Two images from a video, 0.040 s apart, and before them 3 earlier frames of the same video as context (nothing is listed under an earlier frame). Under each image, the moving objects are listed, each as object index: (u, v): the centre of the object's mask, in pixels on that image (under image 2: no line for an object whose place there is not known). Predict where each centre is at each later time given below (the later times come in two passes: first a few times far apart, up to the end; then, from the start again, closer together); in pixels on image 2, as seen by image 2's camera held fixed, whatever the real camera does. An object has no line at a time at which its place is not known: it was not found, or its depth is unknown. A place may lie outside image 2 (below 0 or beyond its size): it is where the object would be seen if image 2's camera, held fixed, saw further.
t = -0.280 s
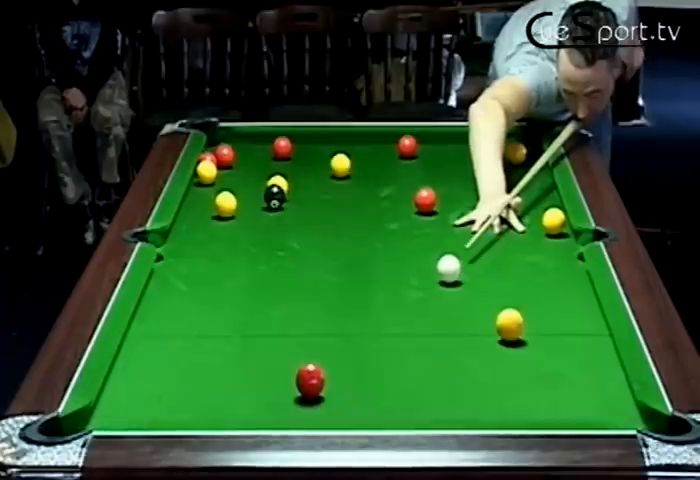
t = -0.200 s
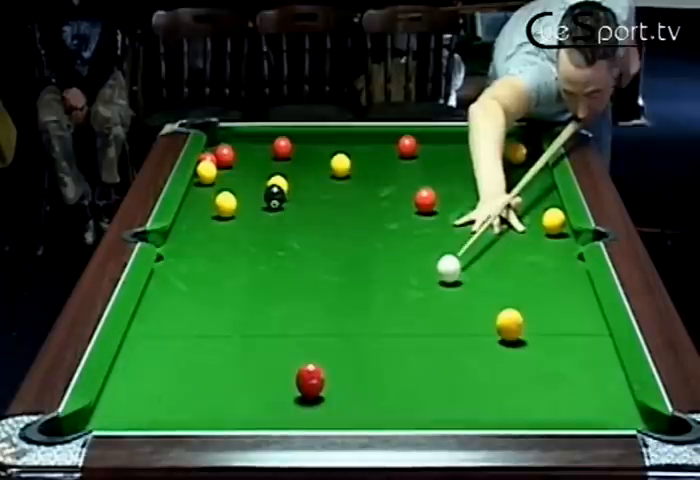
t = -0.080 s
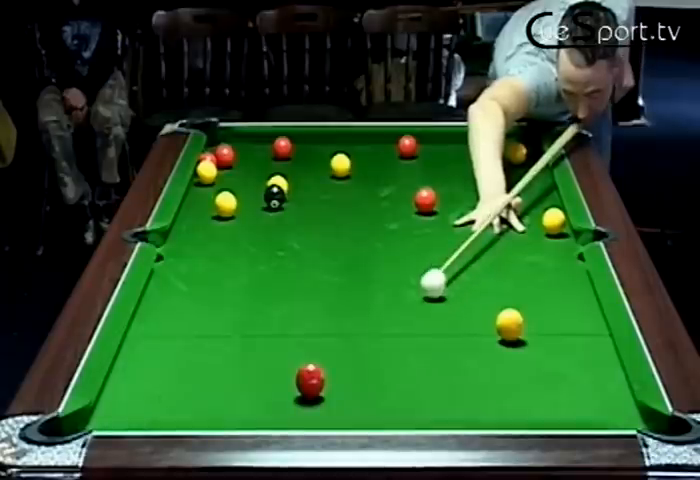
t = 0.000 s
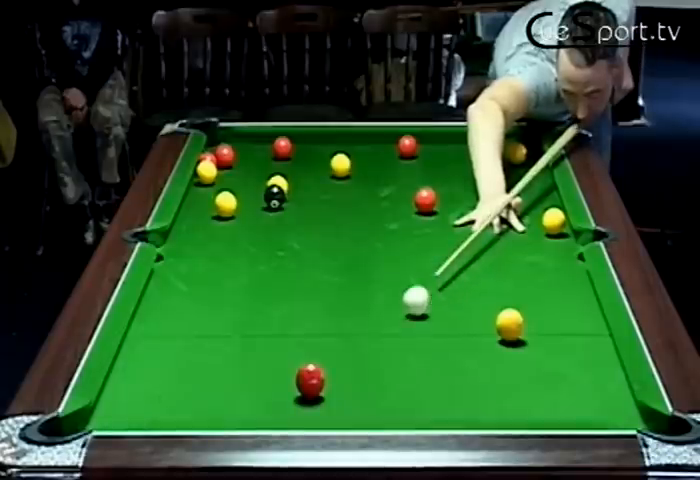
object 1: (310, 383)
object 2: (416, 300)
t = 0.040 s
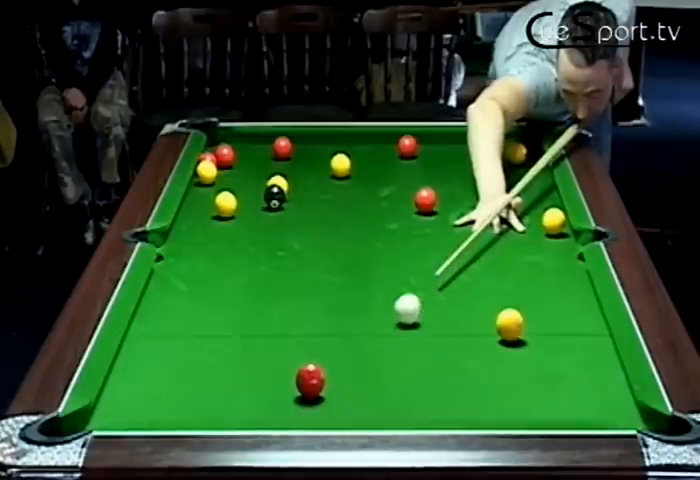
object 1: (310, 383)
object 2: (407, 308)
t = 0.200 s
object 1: (310, 383)
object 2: (371, 344)
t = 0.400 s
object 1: (287, 387)
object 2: (346, 389)
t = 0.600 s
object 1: (237, 397)
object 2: (359, 411)
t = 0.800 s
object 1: (187, 404)
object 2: (364, 391)
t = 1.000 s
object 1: (137, 411)
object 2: (368, 366)
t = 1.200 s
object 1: (88, 419)
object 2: (371, 345)
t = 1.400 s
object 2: (374, 325)
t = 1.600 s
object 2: (376, 308)
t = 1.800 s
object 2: (378, 293)
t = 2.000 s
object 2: (379, 279)
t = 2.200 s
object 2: (380, 266)
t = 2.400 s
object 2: (381, 255)
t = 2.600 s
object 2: (381, 246)
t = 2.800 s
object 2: (382, 237)
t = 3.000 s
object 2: (382, 229)
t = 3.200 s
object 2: (383, 222)
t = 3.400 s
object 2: (383, 216)
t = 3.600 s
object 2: (384, 211)
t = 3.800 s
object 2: (384, 207)
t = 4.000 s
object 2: (384, 203)
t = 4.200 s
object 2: (384, 200)
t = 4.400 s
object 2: (384, 197)
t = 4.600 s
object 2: (384, 195)
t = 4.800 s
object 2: (383, 194)
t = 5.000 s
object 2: (383, 193)
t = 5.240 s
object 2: (382, 193)
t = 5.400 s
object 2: (383, 193)
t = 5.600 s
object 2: (383, 193)
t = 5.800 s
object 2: (383, 193)
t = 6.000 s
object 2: (383, 193)
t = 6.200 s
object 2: (383, 193)
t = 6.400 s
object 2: (382, 193)
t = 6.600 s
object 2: (382, 193)
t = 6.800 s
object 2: (382, 193)
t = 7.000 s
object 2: (382, 193)
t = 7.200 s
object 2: (382, 193)
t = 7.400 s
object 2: (382, 193)
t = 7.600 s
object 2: (382, 193)
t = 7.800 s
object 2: (382, 193)
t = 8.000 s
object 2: (383, 193)
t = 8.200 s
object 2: (383, 193)
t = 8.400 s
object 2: (383, 193)
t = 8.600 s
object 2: (383, 193)
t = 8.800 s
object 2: (383, 193)
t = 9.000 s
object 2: (383, 193)
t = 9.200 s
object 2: (383, 193)
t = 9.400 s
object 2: (383, 193)
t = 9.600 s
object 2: (382, 193)
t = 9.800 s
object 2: (382, 193)
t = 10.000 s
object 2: (382, 193)
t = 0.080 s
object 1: (310, 383)
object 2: (399, 317)
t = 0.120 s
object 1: (310, 383)
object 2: (389, 326)
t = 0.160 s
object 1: (310, 383)
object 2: (380, 334)
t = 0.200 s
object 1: (310, 383)
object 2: (371, 344)
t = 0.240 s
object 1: (310, 383)
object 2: (361, 353)
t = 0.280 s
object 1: (310, 383)
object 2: (351, 363)
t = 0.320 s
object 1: (310, 383)
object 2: (340, 373)
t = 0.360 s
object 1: (299, 385)
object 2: (342, 381)
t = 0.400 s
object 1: (287, 387)
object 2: (346, 389)
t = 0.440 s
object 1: (277, 389)
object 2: (349, 396)
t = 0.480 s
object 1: (267, 392)
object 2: (352, 403)
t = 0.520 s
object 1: (257, 394)
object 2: (355, 407)
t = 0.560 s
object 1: (247, 395)
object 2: (358, 413)
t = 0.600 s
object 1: (237, 397)
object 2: (359, 411)
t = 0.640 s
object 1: (227, 398)
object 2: (360, 407)
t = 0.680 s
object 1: (217, 400)
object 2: (362, 404)
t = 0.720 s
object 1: (207, 401)
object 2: (363, 402)
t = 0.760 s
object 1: (197, 403)
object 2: (364, 396)
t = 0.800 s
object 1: (187, 404)
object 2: (364, 391)
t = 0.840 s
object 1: (176, 406)
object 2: (365, 386)
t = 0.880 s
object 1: (167, 407)
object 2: (366, 381)
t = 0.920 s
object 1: (157, 408)
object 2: (367, 376)
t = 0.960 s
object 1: (146, 409)
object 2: (367, 371)
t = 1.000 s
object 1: (137, 411)
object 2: (368, 366)
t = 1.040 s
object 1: (127, 412)
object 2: (369, 362)
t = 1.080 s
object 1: (117, 414)
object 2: (369, 358)
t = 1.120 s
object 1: (107, 416)
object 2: (370, 353)
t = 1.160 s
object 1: (97, 418)
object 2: (371, 349)
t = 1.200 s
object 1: (88, 419)
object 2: (371, 345)
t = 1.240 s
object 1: (78, 422)
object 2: (372, 341)
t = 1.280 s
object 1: (72, 427)
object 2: (372, 337)
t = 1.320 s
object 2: (373, 333)
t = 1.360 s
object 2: (373, 329)
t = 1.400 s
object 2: (374, 325)
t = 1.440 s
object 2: (374, 322)
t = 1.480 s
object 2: (375, 318)
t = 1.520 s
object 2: (375, 315)
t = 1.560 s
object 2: (376, 311)
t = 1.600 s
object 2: (376, 308)
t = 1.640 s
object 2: (376, 305)
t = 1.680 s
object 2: (377, 302)
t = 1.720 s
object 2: (377, 299)
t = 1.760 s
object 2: (377, 295)
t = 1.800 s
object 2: (378, 293)
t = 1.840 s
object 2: (378, 290)
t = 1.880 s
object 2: (379, 287)
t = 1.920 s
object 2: (379, 284)
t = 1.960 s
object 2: (379, 281)
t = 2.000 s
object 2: (379, 279)
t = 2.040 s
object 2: (379, 276)
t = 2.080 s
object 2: (380, 274)
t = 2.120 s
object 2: (380, 271)
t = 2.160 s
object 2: (380, 269)
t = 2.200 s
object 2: (380, 266)
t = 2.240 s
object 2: (380, 264)
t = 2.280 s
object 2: (380, 262)
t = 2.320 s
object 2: (381, 260)
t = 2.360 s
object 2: (381, 257)
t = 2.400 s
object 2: (381, 255)
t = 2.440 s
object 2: (381, 253)
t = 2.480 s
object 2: (381, 251)
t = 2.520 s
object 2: (381, 249)
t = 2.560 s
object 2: (381, 247)
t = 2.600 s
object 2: (381, 246)
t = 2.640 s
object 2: (381, 244)
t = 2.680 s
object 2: (381, 242)
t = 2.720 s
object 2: (381, 240)
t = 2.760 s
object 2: (381, 238)
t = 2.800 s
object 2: (382, 237)
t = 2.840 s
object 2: (382, 235)
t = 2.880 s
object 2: (382, 234)
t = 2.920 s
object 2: (382, 232)
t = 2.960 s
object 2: (382, 231)
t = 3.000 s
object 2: (382, 229)
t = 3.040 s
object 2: (382, 228)
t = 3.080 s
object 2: (382, 226)
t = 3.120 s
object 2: (382, 225)
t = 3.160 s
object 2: (383, 224)
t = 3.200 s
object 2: (383, 222)
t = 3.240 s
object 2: (383, 221)
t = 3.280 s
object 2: (383, 220)
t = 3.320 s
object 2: (383, 219)
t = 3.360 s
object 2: (383, 217)
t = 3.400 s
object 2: (383, 216)
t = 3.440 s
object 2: (383, 215)
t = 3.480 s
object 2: (383, 214)
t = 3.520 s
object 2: (384, 213)
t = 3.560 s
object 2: (384, 212)
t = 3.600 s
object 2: (384, 211)
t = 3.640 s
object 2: (384, 210)
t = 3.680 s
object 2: (384, 209)
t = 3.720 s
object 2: (384, 209)
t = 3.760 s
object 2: (384, 208)
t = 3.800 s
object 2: (384, 207)
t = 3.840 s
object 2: (384, 206)
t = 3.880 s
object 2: (384, 205)
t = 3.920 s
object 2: (384, 204)
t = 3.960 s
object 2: (384, 203)
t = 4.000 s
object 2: (384, 203)
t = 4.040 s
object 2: (384, 202)
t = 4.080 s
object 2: (384, 201)
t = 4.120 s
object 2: (384, 201)
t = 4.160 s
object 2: (384, 200)
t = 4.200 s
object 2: (384, 200)
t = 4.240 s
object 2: (384, 199)
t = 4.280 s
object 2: (384, 198)
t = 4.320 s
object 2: (384, 198)
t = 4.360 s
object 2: (384, 197)
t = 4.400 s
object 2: (384, 197)
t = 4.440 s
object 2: (384, 196)
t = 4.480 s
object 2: (384, 196)
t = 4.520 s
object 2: (384, 196)
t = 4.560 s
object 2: (384, 195)
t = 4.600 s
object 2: (384, 195)
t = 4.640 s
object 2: (384, 195)
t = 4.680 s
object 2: (384, 194)
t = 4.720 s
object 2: (383, 194)
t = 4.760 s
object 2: (383, 194)
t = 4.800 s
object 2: (383, 194)
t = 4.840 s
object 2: (383, 194)
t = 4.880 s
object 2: (383, 193)
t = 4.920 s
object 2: (383, 193)
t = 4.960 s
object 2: (383, 193)
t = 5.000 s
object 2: (383, 193)
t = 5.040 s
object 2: (382, 193)
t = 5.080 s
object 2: (383, 193)
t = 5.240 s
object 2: (382, 193)
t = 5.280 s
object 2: (382, 193)
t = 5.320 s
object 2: (382, 193)
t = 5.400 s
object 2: (383, 193)
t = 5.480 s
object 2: (383, 193)
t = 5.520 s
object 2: (383, 193)
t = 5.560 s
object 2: (383, 193)
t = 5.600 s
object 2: (383, 193)
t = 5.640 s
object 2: (382, 193)
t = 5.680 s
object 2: (382, 193)
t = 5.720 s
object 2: (383, 193)
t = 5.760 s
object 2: (383, 193)
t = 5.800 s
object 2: (383, 193)
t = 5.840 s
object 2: (383, 193)
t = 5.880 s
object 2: (383, 193)
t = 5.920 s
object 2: (383, 193)
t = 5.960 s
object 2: (383, 193)
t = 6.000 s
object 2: (383, 193)
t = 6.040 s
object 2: (383, 193)
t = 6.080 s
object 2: (383, 193)
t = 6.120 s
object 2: (383, 193)
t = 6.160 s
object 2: (383, 193)
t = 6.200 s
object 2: (383, 193)
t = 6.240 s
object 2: (383, 193)
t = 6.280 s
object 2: (382, 193)
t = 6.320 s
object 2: (382, 193)
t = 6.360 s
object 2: (382, 193)
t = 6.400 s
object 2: (382, 193)
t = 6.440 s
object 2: (382, 193)
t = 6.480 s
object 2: (382, 193)
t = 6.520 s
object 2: (382, 193)
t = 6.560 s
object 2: (382, 193)
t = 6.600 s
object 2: (382, 193)
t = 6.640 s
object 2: (382, 193)
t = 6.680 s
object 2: (382, 193)
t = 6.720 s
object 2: (382, 193)
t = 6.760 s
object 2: (382, 193)
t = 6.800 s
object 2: (382, 193)
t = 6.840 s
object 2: (382, 193)
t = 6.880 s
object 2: (382, 193)
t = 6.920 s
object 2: (382, 193)
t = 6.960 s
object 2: (382, 193)
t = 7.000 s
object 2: (382, 193)
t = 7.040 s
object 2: (382, 193)
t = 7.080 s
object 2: (382, 193)
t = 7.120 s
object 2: (382, 193)
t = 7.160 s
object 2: (383, 193)
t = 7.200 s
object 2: (382, 193)
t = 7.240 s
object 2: (382, 193)
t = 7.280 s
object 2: (382, 193)
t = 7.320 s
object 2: (382, 193)
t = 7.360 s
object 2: (382, 193)
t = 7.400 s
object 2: (382, 193)
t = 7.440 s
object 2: (382, 193)
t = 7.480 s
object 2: (382, 193)
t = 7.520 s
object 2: (382, 193)
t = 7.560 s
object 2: (382, 193)
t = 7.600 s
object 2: (382, 193)
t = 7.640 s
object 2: (382, 193)
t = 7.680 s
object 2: (382, 193)
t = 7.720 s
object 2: (382, 193)
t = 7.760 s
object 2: (382, 193)
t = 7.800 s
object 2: (382, 193)
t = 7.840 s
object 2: (382, 193)
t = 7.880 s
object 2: (382, 193)
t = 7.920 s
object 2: (382, 193)
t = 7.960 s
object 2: (382, 193)
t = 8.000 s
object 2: (383, 193)
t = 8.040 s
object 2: (383, 193)
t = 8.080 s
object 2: (383, 193)
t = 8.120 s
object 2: (383, 193)
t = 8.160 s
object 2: (383, 193)
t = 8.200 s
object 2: (383, 193)
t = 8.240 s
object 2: (383, 193)
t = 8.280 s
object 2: (383, 193)
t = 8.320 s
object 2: (383, 193)
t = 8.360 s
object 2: (383, 193)
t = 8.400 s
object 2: (383, 193)
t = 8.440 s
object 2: (383, 193)
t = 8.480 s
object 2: (383, 193)
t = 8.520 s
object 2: (383, 193)
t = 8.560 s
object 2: (383, 193)
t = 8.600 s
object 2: (383, 193)
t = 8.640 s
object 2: (383, 193)
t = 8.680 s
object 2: (383, 193)
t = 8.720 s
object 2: (383, 193)
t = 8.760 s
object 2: (383, 193)
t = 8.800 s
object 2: (383, 193)
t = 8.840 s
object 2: (383, 193)
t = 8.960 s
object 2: (383, 193)
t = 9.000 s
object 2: (383, 193)
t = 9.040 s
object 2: (383, 193)
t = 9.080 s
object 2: (383, 193)
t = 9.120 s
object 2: (383, 193)
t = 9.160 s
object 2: (383, 193)
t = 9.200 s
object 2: (383, 193)
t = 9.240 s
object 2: (383, 193)
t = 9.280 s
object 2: (383, 193)
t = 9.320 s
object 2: (383, 193)
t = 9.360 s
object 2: (383, 193)
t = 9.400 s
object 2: (383, 193)
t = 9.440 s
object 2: (383, 193)
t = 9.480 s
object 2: (383, 193)
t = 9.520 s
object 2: (382, 193)
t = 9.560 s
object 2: (383, 193)
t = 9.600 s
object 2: (382, 193)
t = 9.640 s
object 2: (383, 193)
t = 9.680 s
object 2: (383, 193)
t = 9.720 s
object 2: (382, 193)
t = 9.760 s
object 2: (382, 193)
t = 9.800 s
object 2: (382, 193)
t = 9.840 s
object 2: (382, 193)
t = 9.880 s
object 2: (382, 193)
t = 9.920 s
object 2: (382, 193)
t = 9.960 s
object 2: (382, 193)
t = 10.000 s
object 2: (382, 193)
